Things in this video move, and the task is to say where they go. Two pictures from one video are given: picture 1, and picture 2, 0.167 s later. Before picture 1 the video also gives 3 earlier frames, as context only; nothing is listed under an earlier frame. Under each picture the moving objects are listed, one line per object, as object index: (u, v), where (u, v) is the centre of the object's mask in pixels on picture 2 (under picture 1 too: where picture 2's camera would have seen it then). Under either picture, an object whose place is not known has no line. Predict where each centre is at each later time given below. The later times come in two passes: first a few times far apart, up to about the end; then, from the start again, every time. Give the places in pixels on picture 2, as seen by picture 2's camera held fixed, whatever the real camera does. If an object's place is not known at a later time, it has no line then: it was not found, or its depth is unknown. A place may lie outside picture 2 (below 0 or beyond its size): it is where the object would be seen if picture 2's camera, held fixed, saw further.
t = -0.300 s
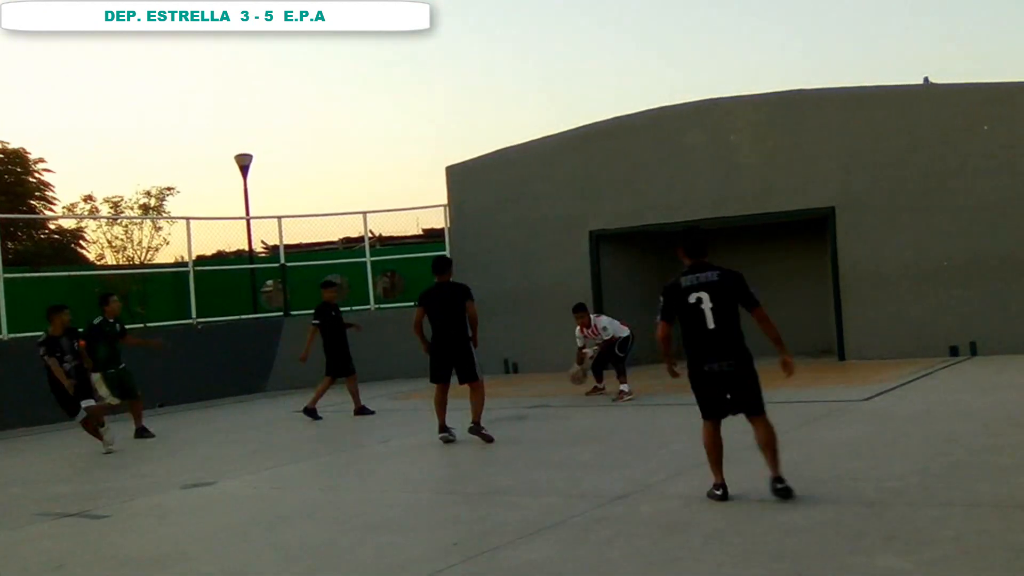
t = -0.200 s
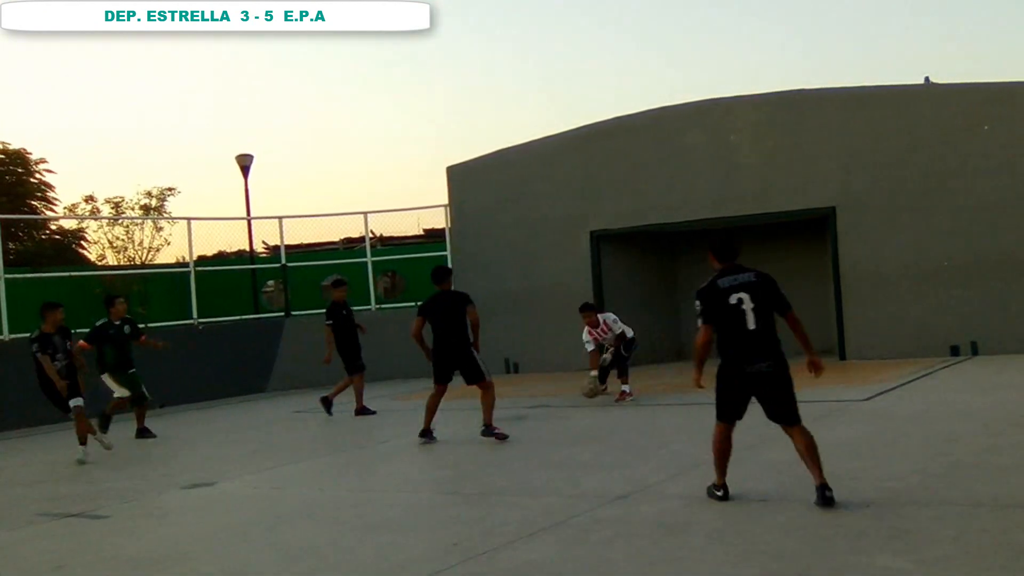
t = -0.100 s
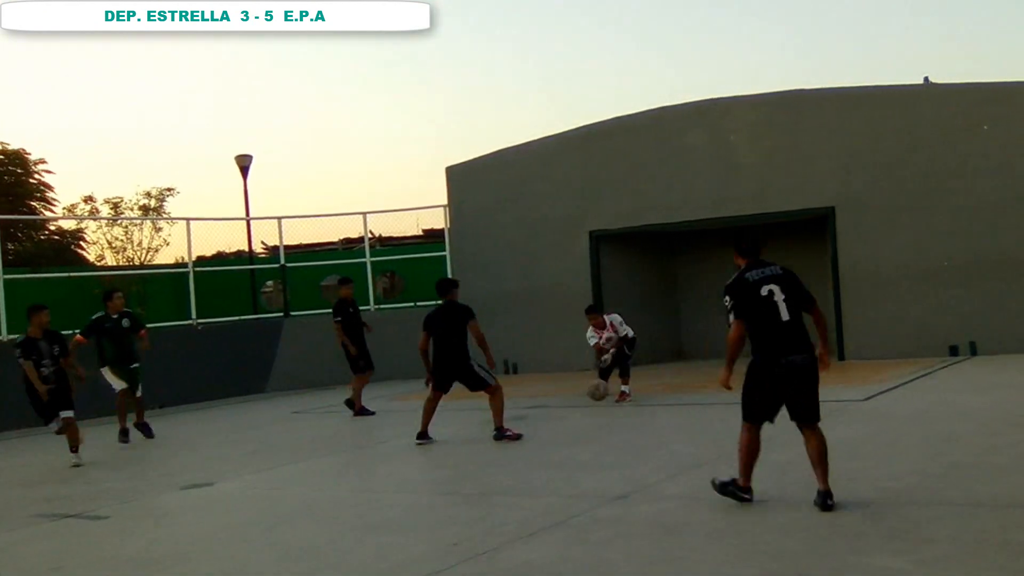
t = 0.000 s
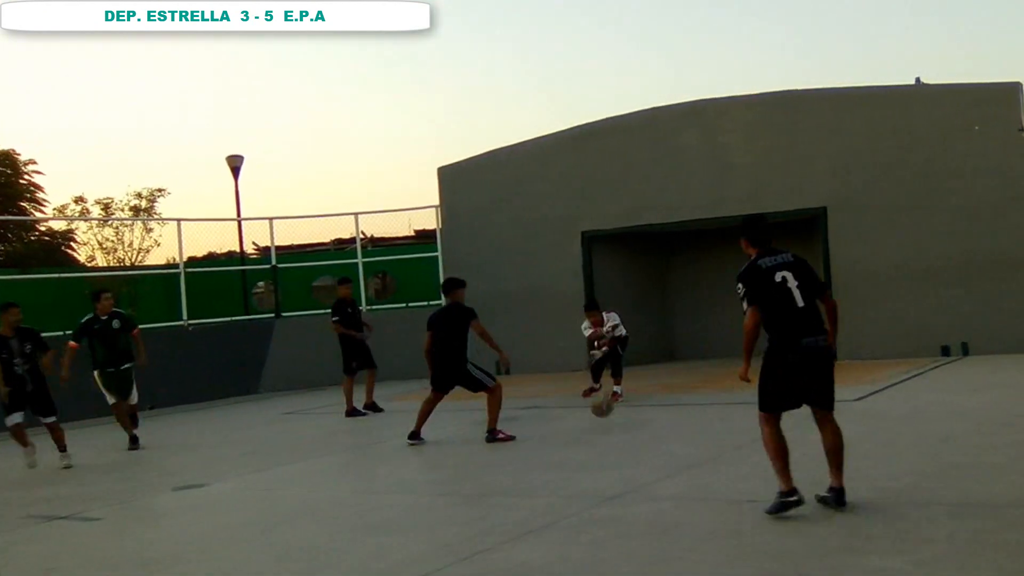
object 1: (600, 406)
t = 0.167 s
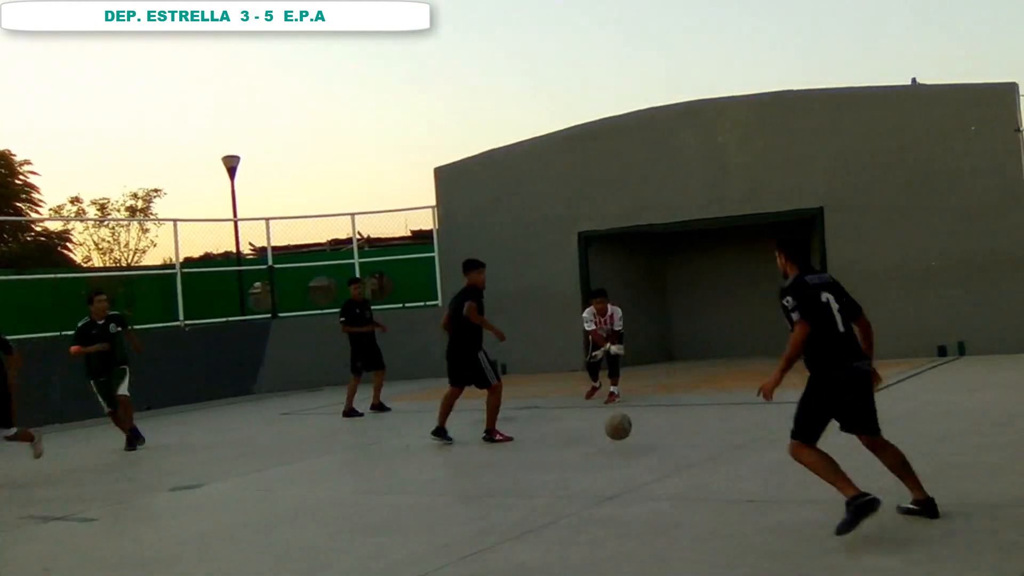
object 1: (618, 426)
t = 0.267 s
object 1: (630, 437)
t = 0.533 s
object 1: (658, 476)
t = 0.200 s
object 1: (622, 427)
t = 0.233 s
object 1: (625, 430)
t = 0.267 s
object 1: (630, 437)
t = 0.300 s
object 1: (634, 445)
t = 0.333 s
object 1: (638, 455)
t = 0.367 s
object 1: (644, 467)
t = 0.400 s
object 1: (648, 473)
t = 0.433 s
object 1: (650, 471)
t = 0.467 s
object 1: (653, 469)
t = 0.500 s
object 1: (656, 471)
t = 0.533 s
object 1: (658, 476)
